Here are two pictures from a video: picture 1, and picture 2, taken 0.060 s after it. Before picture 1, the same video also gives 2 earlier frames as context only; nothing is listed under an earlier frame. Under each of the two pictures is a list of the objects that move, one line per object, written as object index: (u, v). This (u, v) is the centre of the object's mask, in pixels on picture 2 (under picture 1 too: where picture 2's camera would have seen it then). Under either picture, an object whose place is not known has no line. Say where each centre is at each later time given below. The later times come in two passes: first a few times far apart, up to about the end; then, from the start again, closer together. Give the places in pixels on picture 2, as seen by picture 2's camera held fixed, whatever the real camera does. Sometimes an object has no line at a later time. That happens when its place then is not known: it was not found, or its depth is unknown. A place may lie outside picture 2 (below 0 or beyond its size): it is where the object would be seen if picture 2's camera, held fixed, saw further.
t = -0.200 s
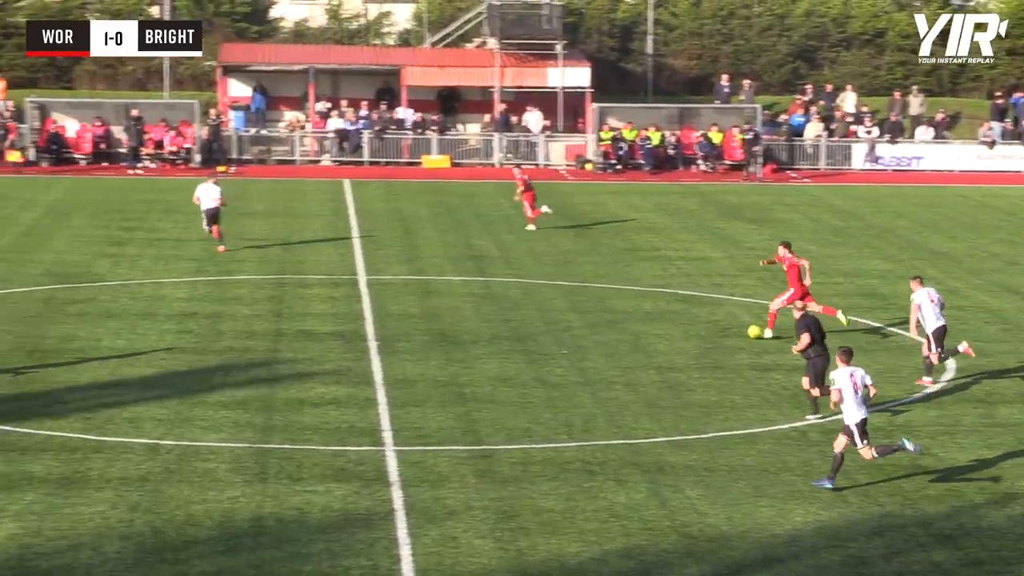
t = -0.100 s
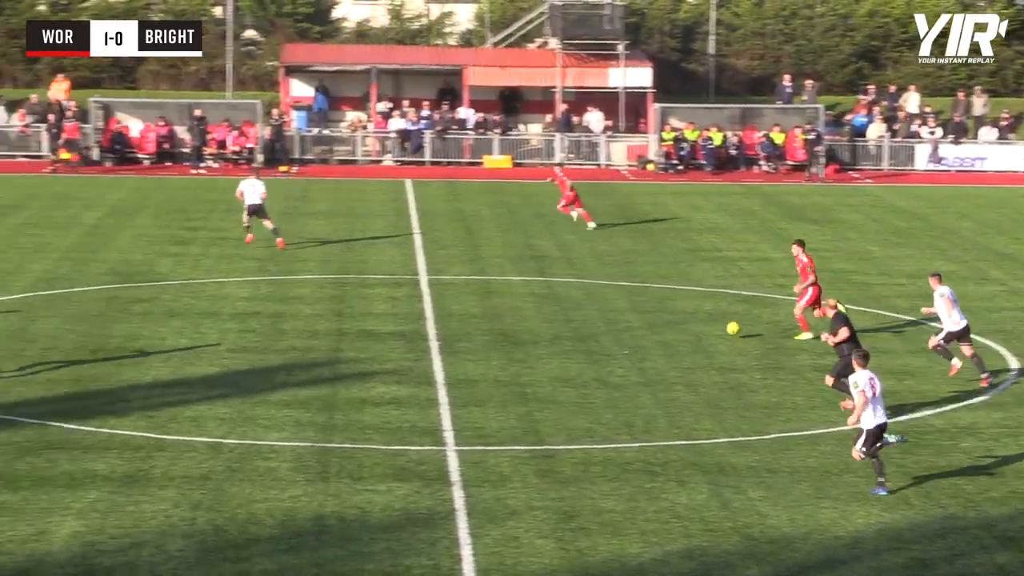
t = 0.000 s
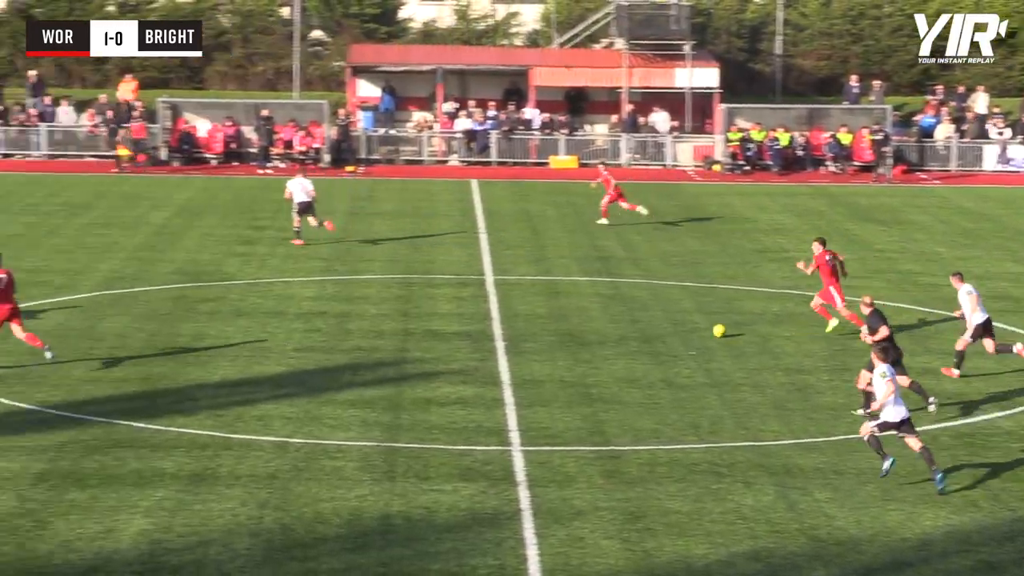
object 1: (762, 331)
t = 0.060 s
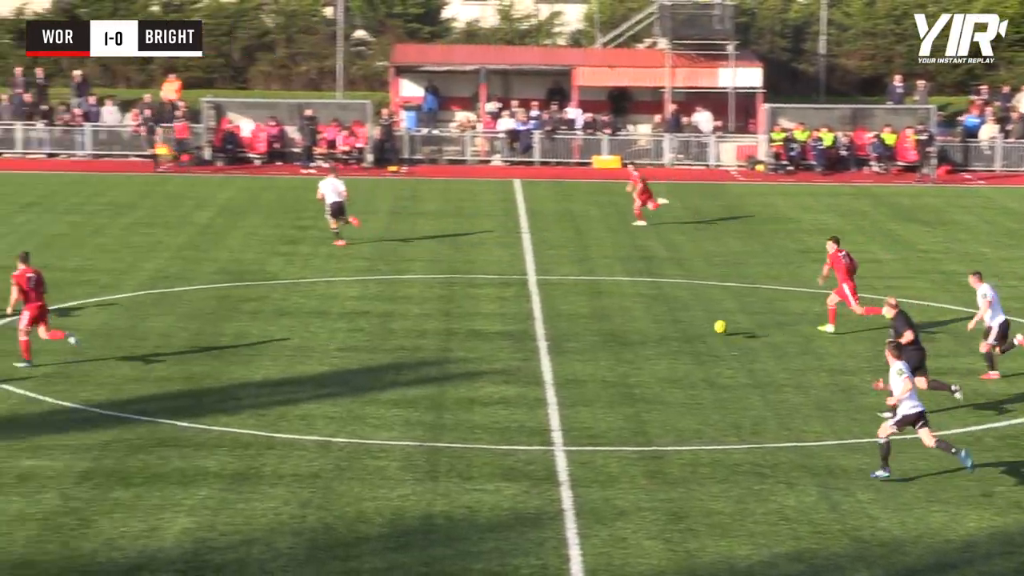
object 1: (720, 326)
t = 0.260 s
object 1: (594, 318)
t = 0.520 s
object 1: (461, 315)
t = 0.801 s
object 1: (352, 312)
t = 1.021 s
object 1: (279, 314)
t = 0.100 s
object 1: (694, 323)
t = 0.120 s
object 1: (681, 321)
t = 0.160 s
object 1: (656, 319)
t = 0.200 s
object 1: (631, 317)
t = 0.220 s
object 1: (618, 318)
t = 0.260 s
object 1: (594, 318)
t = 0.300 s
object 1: (569, 320)
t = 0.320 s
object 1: (557, 321)
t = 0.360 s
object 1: (534, 324)
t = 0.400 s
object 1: (515, 320)
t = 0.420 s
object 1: (506, 319)
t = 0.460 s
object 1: (488, 316)
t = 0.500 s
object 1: (470, 315)
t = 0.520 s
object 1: (461, 315)
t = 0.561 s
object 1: (443, 316)
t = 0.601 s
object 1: (426, 317)
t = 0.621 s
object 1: (417, 318)
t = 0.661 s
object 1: (401, 319)
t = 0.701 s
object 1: (387, 315)
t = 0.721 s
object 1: (380, 314)
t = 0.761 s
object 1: (366, 313)
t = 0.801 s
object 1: (352, 312)
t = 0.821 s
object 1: (346, 312)
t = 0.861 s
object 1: (332, 313)
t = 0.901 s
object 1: (319, 315)
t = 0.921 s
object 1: (312, 316)
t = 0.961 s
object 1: (299, 316)
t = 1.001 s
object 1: (286, 315)
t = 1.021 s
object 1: (279, 314)
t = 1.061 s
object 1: (266, 313)
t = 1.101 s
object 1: (253, 313)
